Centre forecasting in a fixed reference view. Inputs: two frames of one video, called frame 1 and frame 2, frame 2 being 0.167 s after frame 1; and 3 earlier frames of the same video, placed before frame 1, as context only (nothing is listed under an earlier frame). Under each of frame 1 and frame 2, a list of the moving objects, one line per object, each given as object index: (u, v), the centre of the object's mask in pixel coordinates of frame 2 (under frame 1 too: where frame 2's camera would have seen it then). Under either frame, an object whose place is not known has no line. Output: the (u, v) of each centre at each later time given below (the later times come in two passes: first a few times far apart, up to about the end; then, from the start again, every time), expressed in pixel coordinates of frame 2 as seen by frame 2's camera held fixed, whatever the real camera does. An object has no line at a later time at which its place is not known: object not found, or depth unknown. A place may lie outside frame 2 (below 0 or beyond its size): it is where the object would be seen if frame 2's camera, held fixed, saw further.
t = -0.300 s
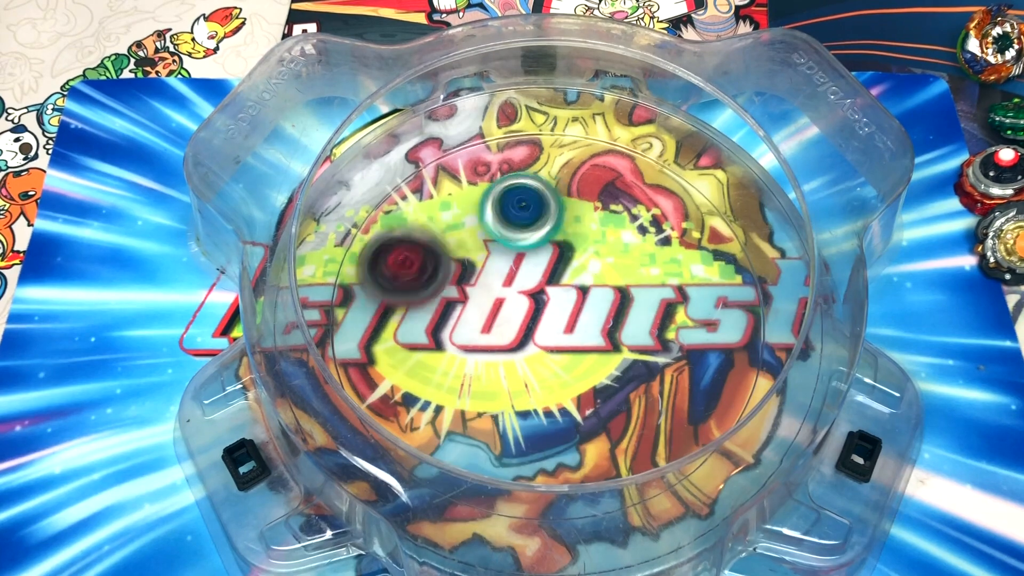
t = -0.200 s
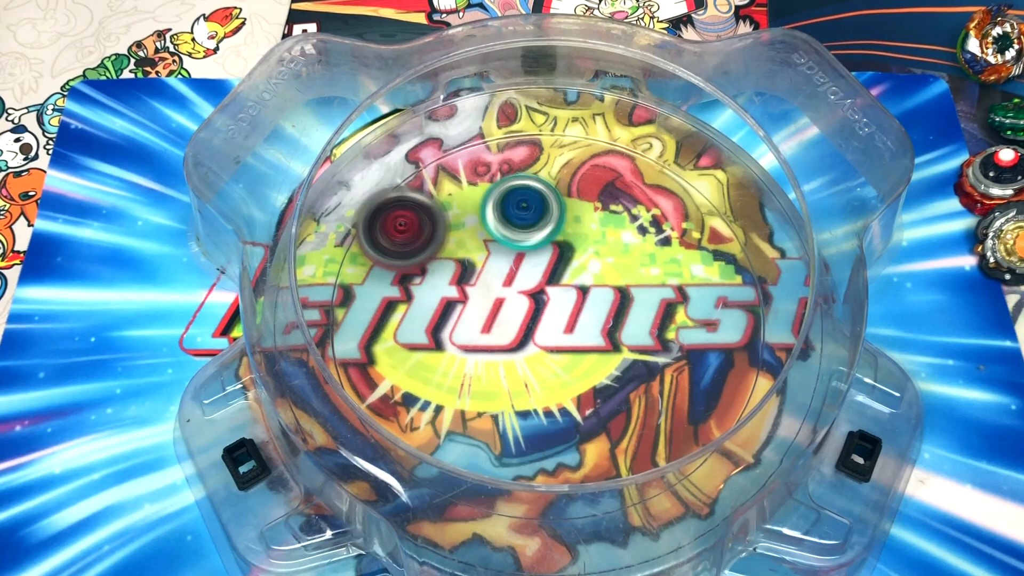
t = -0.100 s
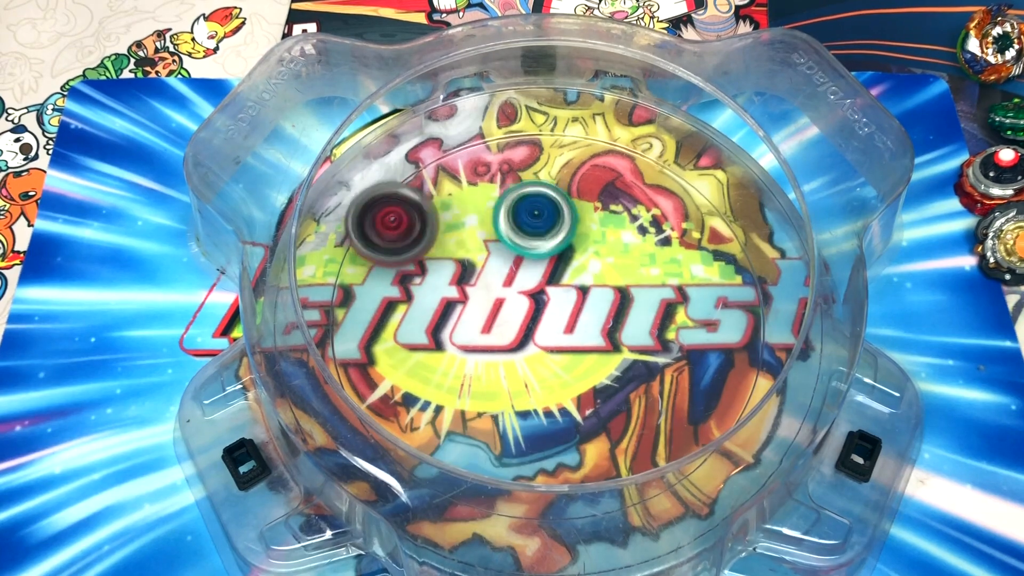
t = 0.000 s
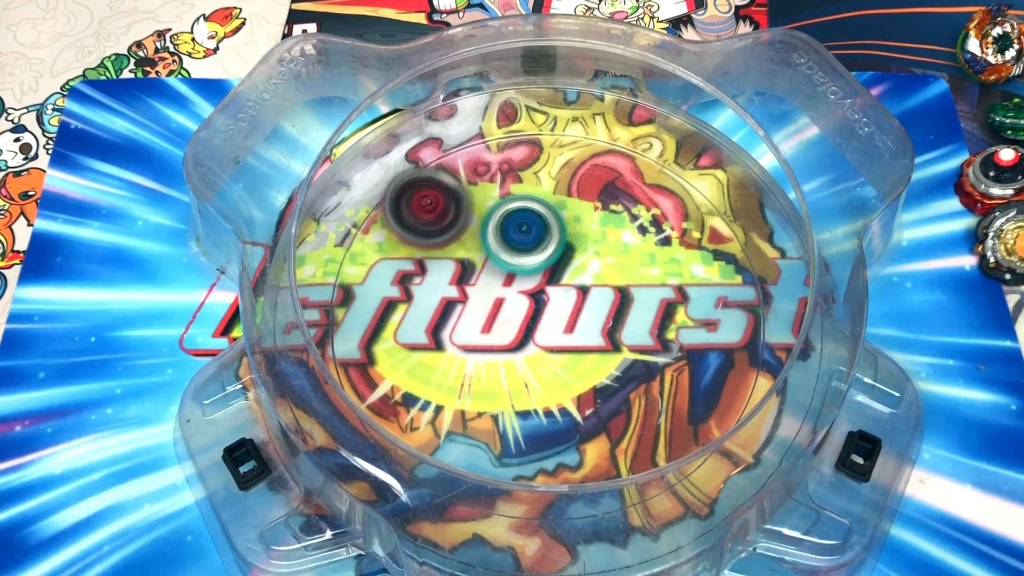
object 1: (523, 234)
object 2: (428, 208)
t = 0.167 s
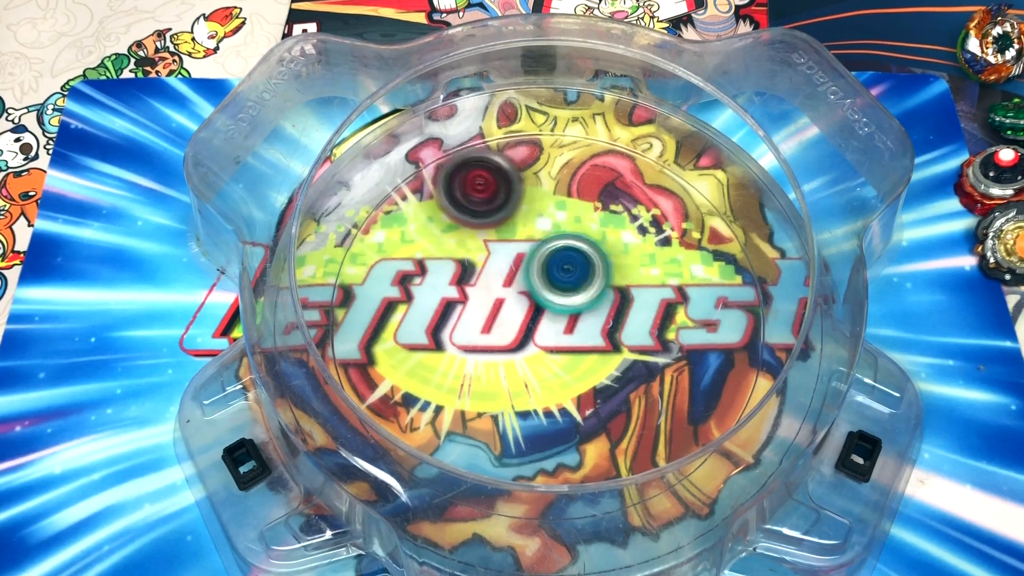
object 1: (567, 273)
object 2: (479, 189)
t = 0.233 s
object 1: (596, 274)
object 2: (504, 196)
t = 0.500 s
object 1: (669, 201)
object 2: (493, 293)
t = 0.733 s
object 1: (574, 213)
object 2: (421, 302)
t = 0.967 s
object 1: (602, 349)
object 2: (464, 279)
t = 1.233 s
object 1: (712, 342)
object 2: (512, 346)
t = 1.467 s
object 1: (634, 273)
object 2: (505, 362)
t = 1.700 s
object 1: (575, 313)
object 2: (470, 366)
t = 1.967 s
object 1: (750, 292)
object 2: (332, 285)
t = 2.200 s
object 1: (633, 228)
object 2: (442, 227)
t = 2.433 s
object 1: (610, 279)
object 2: (433, 282)
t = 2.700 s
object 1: (593, 317)
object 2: (463, 290)
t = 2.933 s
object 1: (595, 343)
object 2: (483, 350)
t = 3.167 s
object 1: (624, 316)
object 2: (445, 358)
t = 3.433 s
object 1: (578, 290)
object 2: (481, 328)
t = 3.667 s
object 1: (581, 228)
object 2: (471, 339)
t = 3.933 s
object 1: (532, 254)
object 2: (513, 350)
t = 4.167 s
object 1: (567, 189)
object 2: (494, 435)
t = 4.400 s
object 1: (526, 183)
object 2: (480, 377)
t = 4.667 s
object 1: (527, 257)
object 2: (568, 333)
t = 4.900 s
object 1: (587, 266)
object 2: (631, 366)
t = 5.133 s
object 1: (582, 286)
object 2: (607, 366)
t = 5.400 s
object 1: (563, 251)
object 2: (607, 380)
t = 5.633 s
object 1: (503, 206)
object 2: (577, 394)
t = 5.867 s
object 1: (478, 248)
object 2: (548, 338)
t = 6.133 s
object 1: (474, 277)
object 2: (601, 337)
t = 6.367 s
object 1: (467, 275)
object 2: (631, 339)
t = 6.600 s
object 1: (453, 282)
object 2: (646, 338)
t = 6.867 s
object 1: (505, 292)
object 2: (614, 312)
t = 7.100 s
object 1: (497, 264)
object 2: (648, 300)
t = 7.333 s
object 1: (445, 259)
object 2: (670, 314)
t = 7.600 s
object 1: (474, 291)
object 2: (603, 311)
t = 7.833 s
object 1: (511, 306)
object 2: (610, 299)
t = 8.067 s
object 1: (516, 322)
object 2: (625, 289)
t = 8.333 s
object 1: (530, 332)
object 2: (608, 282)
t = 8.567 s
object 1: (531, 331)
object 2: (604, 275)
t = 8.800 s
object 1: (521, 334)
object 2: (603, 256)
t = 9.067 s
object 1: (522, 330)
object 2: (579, 259)
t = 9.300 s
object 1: (521, 351)
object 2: (562, 252)
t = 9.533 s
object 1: (538, 357)
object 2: (545, 253)
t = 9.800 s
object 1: (566, 353)
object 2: (531, 259)
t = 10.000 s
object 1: (597, 360)
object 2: (517, 244)
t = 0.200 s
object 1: (582, 274)
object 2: (493, 191)
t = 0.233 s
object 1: (596, 274)
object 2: (504, 196)
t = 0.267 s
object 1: (609, 270)
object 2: (516, 203)
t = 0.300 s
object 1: (620, 264)
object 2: (526, 212)
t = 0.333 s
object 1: (629, 255)
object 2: (535, 222)
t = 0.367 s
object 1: (635, 246)
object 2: (543, 233)
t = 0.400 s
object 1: (645, 234)
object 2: (538, 246)
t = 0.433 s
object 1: (660, 223)
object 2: (524, 261)
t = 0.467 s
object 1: (668, 211)
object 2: (507, 278)
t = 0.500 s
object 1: (669, 201)
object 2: (493, 293)
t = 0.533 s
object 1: (665, 193)
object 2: (477, 306)
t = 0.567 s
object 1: (655, 186)
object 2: (462, 313)
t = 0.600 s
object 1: (640, 182)
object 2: (450, 316)
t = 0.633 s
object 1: (622, 182)
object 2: (439, 317)
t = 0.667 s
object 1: (604, 187)
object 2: (430, 314)
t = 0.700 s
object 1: (587, 199)
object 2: (424, 309)
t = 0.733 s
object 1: (574, 213)
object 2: (421, 302)
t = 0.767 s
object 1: (564, 234)
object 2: (423, 294)
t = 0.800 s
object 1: (559, 253)
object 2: (426, 288)
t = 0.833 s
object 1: (559, 274)
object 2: (432, 282)
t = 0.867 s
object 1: (563, 296)
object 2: (438, 279)
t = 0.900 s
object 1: (573, 317)
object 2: (445, 277)
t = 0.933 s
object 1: (584, 334)
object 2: (454, 277)
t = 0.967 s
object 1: (602, 349)
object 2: (464, 279)
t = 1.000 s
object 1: (620, 360)
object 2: (473, 284)
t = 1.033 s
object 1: (640, 367)
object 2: (483, 292)
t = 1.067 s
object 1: (657, 371)
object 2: (492, 298)
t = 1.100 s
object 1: (673, 371)
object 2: (499, 309)
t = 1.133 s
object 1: (686, 368)
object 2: (505, 318)
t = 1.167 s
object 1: (697, 363)
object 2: (509, 327)
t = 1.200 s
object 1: (706, 354)
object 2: (512, 337)
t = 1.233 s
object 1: (712, 342)
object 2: (512, 346)
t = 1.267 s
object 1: (715, 330)
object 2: (512, 355)
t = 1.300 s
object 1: (714, 314)
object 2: (509, 360)
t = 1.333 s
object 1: (707, 301)
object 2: (507, 365)
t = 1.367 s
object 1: (694, 287)
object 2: (505, 367)
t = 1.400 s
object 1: (675, 278)
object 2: (503, 367)
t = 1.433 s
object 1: (655, 274)
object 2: (503, 365)
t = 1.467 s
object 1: (634, 273)
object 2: (505, 362)
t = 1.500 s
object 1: (612, 278)
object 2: (506, 359)
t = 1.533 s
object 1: (592, 286)
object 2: (507, 357)
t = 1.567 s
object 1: (574, 296)
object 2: (507, 353)
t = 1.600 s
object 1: (576, 298)
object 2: (489, 361)
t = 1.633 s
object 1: (578, 300)
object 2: (476, 365)
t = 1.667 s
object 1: (577, 305)
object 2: (470, 367)
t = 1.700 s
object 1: (575, 313)
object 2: (470, 366)
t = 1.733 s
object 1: (572, 323)
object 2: (475, 359)
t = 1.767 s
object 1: (576, 334)
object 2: (472, 352)
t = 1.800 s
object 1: (628, 338)
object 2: (416, 348)
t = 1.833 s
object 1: (669, 334)
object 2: (369, 339)
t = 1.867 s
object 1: (706, 328)
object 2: (339, 327)
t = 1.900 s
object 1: (730, 317)
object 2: (331, 309)
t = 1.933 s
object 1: (744, 305)
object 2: (333, 296)
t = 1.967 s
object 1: (750, 292)
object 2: (332, 285)
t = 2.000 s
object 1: (748, 279)
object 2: (334, 275)
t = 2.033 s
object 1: (739, 267)
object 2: (338, 262)
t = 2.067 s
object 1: (725, 254)
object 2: (352, 250)
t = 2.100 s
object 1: (706, 243)
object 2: (369, 240)
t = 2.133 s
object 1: (682, 233)
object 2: (391, 233)
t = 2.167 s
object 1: (659, 228)
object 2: (417, 228)
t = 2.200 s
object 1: (633, 228)
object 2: (442, 227)
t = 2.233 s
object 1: (609, 232)
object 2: (466, 230)
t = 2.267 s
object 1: (587, 240)
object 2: (487, 238)
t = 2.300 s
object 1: (592, 246)
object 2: (474, 250)
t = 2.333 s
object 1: (605, 253)
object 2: (454, 261)
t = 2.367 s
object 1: (612, 260)
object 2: (441, 270)
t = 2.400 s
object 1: (613, 269)
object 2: (435, 277)
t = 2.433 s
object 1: (610, 279)
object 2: (433, 282)
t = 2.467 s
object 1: (606, 288)
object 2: (435, 285)
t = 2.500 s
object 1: (602, 296)
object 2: (438, 285)
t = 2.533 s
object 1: (597, 303)
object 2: (442, 285)
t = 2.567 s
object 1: (594, 308)
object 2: (445, 284)
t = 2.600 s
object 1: (591, 312)
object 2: (449, 282)
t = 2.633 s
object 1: (590, 314)
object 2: (452, 281)
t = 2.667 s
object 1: (590, 315)
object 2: (457, 284)
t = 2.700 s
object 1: (593, 317)
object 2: (463, 290)
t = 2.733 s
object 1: (595, 322)
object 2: (469, 299)
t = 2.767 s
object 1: (597, 330)
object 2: (475, 311)
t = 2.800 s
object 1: (598, 335)
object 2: (479, 320)
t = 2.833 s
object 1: (598, 338)
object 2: (482, 329)
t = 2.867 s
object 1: (598, 341)
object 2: (483, 337)
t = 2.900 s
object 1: (597, 342)
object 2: (484, 344)
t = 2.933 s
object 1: (595, 343)
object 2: (483, 350)
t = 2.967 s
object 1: (592, 343)
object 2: (483, 353)
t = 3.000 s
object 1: (588, 342)
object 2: (484, 355)
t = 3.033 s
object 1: (584, 340)
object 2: (486, 356)
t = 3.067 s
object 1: (589, 336)
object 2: (479, 356)
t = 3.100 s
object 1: (606, 328)
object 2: (459, 359)
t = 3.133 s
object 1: (618, 322)
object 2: (449, 359)
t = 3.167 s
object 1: (624, 316)
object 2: (445, 358)
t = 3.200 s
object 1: (625, 311)
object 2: (443, 356)
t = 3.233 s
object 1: (621, 307)
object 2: (445, 351)
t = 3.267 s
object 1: (614, 304)
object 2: (448, 346)
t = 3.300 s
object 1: (604, 301)
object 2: (454, 340)
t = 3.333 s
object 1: (595, 299)
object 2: (462, 335)
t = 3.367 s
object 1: (587, 297)
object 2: (471, 330)
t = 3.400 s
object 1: (578, 296)
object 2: (481, 326)
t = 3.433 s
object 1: (578, 290)
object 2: (481, 328)
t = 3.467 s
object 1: (595, 278)
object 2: (464, 337)
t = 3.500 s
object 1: (606, 268)
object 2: (454, 342)
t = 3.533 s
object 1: (611, 260)
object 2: (451, 346)
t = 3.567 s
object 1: (609, 251)
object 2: (452, 346)
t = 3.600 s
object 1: (603, 242)
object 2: (456, 345)
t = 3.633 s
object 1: (594, 234)
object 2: (463, 342)
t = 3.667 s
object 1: (581, 228)
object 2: (471, 339)
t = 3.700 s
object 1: (567, 227)
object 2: (479, 336)
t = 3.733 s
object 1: (555, 230)
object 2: (487, 332)
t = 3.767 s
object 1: (543, 237)
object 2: (494, 328)
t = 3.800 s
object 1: (534, 246)
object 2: (500, 325)
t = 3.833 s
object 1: (532, 248)
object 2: (502, 330)
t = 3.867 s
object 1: (532, 248)
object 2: (505, 338)
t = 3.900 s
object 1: (532, 250)
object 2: (510, 345)
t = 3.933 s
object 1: (532, 254)
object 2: (513, 350)
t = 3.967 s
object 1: (532, 258)
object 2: (515, 350)
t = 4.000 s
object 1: (534, 263)
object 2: (517, 349)
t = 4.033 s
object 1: (536, 269)
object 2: (518, 347)
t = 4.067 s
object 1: (546, 249)
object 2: (510, 373)
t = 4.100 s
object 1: (554, 224)
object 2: (503, 403)
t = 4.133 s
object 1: (562, 203)
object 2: (497, 426)
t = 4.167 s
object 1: (567, 189)
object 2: (494, 435)
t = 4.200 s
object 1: (569, 181)
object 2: (493, 438)
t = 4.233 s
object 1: (566, 176)
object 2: (489, 435)
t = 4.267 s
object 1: (560, 173)
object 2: (486, 428)
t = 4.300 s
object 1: (551, 172)
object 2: (483, 417)
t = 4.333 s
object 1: (541, 173)
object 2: (480, 403)
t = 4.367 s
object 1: (532, 178)
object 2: (480, 389)
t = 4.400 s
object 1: (526, 183)
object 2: (480, 377)
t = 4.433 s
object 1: (521, 193)
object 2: (481, 366)
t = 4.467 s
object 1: (518, 203)
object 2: (486, 356)
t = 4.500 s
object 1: (516, 213)
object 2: (493, 347)
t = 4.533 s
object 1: (517, 224)
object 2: (505, 341)
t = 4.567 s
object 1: (518, 236)
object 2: (518, 336)
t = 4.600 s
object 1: (520, 246)
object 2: (535, 334)
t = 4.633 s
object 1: (523, 254)
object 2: (551, 332)
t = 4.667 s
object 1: (527, 257)
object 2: (568, 333)
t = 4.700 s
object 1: (535, 259)
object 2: (581, 333)
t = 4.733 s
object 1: (547, 263)
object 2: (591, 333)
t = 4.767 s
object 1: (556, 261)
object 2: (607, 343)
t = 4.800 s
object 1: (568, 260)
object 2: (621, 351)
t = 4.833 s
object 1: (576, 261)
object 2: (628, 357)
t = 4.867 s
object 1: (583, 263)
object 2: (631, 362)
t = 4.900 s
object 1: (587, 266)
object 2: (631, 366)
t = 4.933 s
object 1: (588, 269)
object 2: (629, 369)
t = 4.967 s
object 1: (589, 272)
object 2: (625, 371)
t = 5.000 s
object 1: (589, 276)
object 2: (621, 371)
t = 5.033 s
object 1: (588, 279)
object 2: (617, 370)
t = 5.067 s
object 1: (586, 282)
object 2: (612, 369)
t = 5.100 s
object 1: (585, 285)
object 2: (609, 366)
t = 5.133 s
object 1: (582, 286)
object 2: (607, 366)
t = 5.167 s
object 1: (579, 281)
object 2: (608, 373)
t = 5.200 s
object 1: (578, 277)
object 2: (608, 374)
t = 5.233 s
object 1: (577, 274)
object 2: (608, 374)
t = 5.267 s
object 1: (577, 273)
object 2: (607, 371)
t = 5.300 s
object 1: (575, 274)
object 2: (606, 367)
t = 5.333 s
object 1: (573, 275)
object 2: (604, 362)
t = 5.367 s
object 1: (571, 276)
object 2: (602, 355)
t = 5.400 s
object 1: (563, 251)
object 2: (607, 380)
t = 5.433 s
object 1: (555, 229)
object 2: (610, 399)
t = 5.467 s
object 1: (544, 211)
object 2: (611, 413)
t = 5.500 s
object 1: (535, 201)
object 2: (609, 416)
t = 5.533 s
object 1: (526, 196)
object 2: (603, 415)
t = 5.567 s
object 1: (518, 198)
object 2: (595, 410)
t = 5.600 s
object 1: (510, 201)
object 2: (585, 403)
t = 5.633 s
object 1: (503, 206)
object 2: (577, 394)
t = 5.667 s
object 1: (496, 211)
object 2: (572, 386)
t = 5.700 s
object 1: (491, 216)
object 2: (566, 377)
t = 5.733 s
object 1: (486, 222)
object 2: (562, 369)
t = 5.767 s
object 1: (483, 228)
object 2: (558, 360)
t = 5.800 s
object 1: (480, 234)
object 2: (554, 352)
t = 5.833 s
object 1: (479, 241)
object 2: (550, 345)
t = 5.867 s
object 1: (478, 248)
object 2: (548, 338)
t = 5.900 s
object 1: (479, 255)
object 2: (547, 333)
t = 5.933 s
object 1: (481, 264)
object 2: (547, 327)
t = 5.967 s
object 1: (478, 266)
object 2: (559, 332)
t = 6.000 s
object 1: (473, 264)
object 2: (577, 339)
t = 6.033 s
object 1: (471, 266)
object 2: (589, 341)
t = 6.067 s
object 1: (471, 269)
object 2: (596, 341)
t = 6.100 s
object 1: (472, 273)
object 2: (600, 339)
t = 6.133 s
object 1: (474, 277)
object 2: (601, 337)
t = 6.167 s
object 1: (478, 282)
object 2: (599, 335)
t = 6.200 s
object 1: (482, 286)
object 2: (597, 332)
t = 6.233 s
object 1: (488, 290)
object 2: (592, 329)
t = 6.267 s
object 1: (495, 293)
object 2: (588, 327)
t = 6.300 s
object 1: (498, 293)
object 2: (591, 328)
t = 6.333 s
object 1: (479, 282)
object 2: (614, 335)
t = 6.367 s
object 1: (467, 275)
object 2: (631, 339)
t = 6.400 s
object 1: (459, 272)
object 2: (640, 339)
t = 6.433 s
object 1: (455, 271)
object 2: (644, 340)
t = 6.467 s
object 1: (452, 273)
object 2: (646, 340)
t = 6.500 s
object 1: (450, 275)
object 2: (647, 340)
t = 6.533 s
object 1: (450, 277)
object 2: (647, 340)
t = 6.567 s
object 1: (451, 280)
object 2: (647, 340)
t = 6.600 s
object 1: (453, 282)
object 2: (646, 338)
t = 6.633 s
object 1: (456, 285)
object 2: (643, 337)
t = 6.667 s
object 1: (460, 288)
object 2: (641, 335)
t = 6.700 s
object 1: (466, 290)
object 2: (638, 332)
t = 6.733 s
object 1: (472, 291)
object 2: (634, 330)
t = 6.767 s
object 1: (479, 292)
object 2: (629, 325)
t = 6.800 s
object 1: (488, 293)
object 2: (625, 321)
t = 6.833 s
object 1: (497, 293)
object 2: (620, 317)
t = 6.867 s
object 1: (505, 292)
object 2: (614, 312)
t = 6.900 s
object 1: (514, 292)
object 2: (610, 308)
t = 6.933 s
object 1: (514, 288)
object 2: (614, 305)
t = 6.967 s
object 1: (512, 283)
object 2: (618, 302)
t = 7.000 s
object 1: (514, 280)
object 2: (618, 298)
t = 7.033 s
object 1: (518, 278)
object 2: (616, 295)
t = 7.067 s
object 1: (519, 275)
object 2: (616, 295)
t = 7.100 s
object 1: (497, 264)
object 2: (648, 300)
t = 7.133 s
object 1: (479, 256)
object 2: (669, 304)
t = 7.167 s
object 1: (469, 252)
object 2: (679, 307)
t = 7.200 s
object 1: (462, 252)
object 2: (686, 309)
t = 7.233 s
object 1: (456, 252)
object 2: (685, 310)
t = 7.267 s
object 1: (451, 254)
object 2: (680, 312)
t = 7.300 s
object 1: (448, 256)
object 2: (676, 313)
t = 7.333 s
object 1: (445, 259)
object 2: (670, 314)
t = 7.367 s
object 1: (444, 263)
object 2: (663, 315)
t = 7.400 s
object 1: (444, 266)
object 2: (657, 315)
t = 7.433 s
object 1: (446, 270)
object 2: (649, 315)
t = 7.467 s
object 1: (449, 275)
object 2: (641, 314)
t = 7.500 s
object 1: (453, 279)
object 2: (631, 314)
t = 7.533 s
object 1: (460, 284)
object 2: (622, 313)
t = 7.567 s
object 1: (467, 288)
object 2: (611, 311)
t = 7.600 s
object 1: (474, 291)
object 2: (603, 311)
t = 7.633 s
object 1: (483, 295)
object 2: (596, 311)
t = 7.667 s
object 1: (493, 298)
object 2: (592, 309)
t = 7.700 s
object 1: (495, 300)
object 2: (597, 308)
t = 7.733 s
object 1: (494, 300)
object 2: (608, 306)
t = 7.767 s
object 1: (498, 301)
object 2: (611, 303)
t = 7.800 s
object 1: (504, 304)
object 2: (611, 301)
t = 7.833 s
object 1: (511, 306)
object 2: (610, 299)
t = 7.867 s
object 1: (511, 308)
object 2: (614, 296)
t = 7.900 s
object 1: (504, 310)
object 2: (628, 292)
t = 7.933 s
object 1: (502, 312)
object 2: (633, 289)
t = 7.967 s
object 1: (503, 314)
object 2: (633, 288)
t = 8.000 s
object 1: (507, 316)
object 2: (632, 288)
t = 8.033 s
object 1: (511, 319)
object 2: (630, 289)
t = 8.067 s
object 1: (516, 322)
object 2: (625, 289)
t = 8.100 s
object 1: (521, 324)
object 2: (620, 290)
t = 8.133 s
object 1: (527, 324)
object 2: (616, 291)
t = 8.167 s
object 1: (525, 327)
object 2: (618, 290)
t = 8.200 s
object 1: (523, 329)
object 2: (619, 286)
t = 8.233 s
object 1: (523, 330)
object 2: (618, 284)
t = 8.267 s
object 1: (525, 331)
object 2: (615, 283)
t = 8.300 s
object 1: (528, 332)
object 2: (611, 282)
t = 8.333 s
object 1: (530, 332)
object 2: (608, 282)
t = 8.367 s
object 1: (526, 335)
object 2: (613, 278)
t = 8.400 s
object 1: (523, 336)
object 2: (615, 274)
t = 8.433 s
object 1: (522, 336)
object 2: (615, 272)
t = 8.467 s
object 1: (523, 335)
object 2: (613, 271)
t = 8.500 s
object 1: (525, 334)
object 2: (611, 272)
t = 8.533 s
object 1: (527, 332)
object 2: (608, 273)
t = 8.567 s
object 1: (531, 331)
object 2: (604, 275)
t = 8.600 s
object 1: (529, 332)
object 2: (604, 273)
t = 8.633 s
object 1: (528, 332)
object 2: (604, 271)
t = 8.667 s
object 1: (528, 331)
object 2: (602, 269)
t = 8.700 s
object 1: (529, 330)
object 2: (599, 269)
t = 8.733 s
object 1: (529, 329)
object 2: (597, 268)
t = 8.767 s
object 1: (524, 332)
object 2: (602, 261)
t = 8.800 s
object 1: (521, 334)
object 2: (603, 256)
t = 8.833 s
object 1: (519, 335)
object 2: (601, 254)
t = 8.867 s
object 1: (518, 335)
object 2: (598, 253)
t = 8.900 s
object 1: (518, 336)
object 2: (595, 253)
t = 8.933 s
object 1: (518, 336)
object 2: (592, 254)
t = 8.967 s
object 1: (518, 335)
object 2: (590, 255)
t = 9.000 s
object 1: (519, 334)
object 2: (587, 256)
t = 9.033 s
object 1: (520, 332)
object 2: (583, 258)
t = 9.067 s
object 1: (522, 330)
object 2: (579, 259)
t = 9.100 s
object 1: (523, 329)
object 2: (575, 259)
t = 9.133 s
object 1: (519, 336)
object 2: (575, 254)
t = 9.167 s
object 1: (516, 342)
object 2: (573, 250)
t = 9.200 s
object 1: (515, 345)
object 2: (570, 250)
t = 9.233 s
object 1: (516, 348)
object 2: (567, 250)
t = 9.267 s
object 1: (519, 350)
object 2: (565, 251)
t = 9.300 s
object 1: (521, 351)
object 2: (562, 252)
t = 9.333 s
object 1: (523, 351)
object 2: (560, 254)
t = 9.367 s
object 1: (526, 350)
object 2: (557, 256)
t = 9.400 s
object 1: (529, 348)
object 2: (555, 259)
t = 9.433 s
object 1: (532, 346)
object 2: (552, 261)
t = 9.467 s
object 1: (533, 352)
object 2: (551, 254)
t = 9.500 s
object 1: (535, 355)
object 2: (548, 252)
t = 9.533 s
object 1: (538, 357)
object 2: (545, 253)
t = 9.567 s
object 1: (541, 359)
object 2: (543, 254)
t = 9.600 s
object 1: (544, 358)
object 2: (542, 256)
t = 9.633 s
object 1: (547, 357)
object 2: (541, 259)
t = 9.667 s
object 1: (551, 355)
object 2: (539, 262)
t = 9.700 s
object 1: (554, 352)
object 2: (539, 264)
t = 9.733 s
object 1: (557, 351)
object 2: (537, 263)
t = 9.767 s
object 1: (562, 353)
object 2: (533, 259)
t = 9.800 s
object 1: (566, 353)
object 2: (531, 259)
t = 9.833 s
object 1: (570, 352)
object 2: (530, 261)
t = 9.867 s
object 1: (573, 349)
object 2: (530, 263)
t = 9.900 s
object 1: (576, 346)
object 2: (531, 265)
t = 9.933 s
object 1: (579, 342)
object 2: (532, 267)
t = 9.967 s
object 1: (589, 353)
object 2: (525, 254)
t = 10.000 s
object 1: (597, 360)
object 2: (517, 244)
